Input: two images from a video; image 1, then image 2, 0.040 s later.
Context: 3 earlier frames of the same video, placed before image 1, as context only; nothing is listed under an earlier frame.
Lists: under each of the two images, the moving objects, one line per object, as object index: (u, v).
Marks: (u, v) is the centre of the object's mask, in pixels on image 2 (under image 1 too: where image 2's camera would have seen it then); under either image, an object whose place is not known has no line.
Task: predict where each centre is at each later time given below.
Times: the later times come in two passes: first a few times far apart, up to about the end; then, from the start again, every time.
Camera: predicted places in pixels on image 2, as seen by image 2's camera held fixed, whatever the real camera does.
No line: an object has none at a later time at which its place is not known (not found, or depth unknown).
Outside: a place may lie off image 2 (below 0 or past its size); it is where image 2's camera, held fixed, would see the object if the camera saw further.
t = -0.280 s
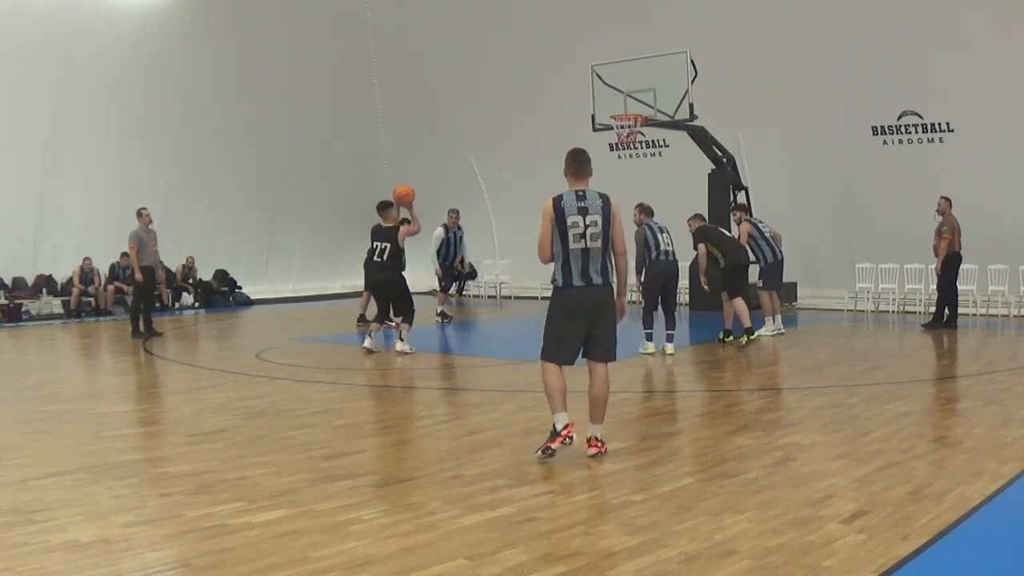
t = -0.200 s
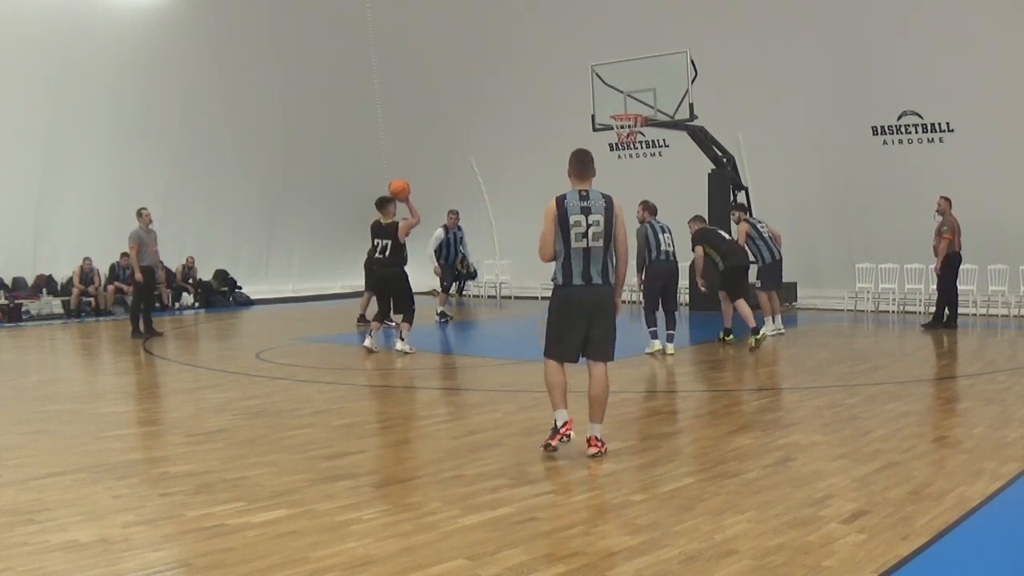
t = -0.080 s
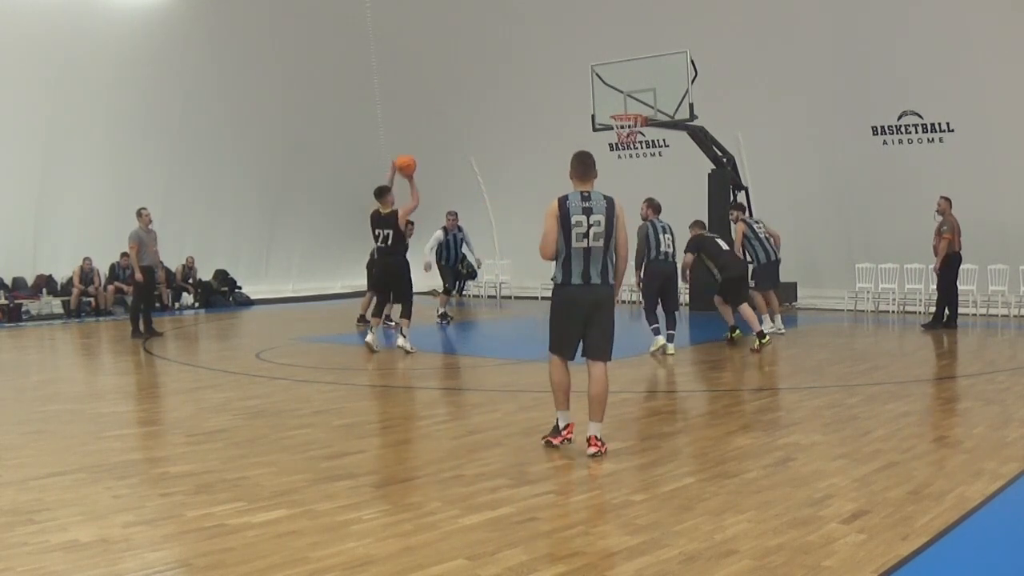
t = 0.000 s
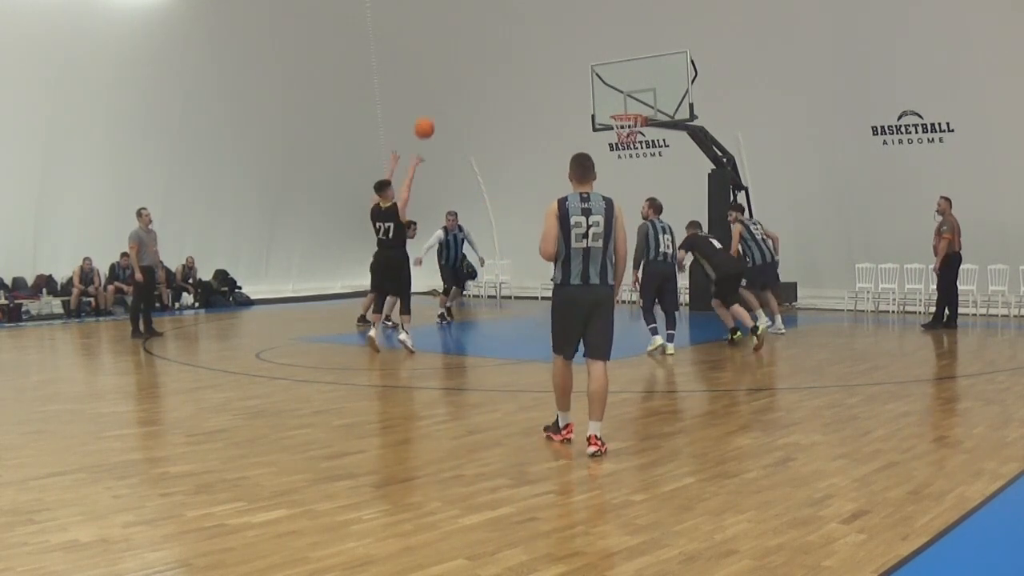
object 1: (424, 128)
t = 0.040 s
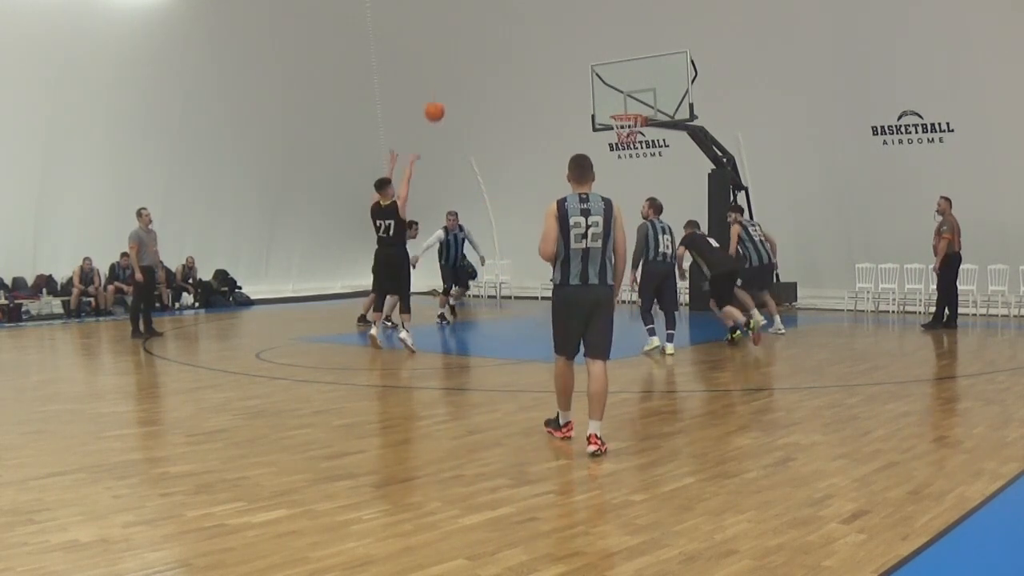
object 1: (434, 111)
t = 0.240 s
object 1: (482, 50)
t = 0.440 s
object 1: (526, 24)
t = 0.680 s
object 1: (574, 34)
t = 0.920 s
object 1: (618, 81)
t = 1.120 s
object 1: (641, 92)
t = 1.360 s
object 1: (641, 81)
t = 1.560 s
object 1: (632, 95)
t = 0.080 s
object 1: (444, 96)
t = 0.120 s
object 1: (454, 83)
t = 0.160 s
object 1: (463, 69)
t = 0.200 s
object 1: (473, 60)
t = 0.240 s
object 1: (482, 50)
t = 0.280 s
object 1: (491, 42)
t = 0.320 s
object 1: (500, 36)
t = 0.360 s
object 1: (508, 31)
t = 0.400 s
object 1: (518, 27)
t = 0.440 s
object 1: (526, 24)
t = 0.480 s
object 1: (534, 23)
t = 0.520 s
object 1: (542, 23)
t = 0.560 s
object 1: (551, 24)
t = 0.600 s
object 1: (559, 27)
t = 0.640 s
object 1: (567, 30)
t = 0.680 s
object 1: (574, 34)
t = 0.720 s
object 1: (582, 39)
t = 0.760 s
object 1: (589, 46)
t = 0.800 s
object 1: (597, 53)
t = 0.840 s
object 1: (604, 62)
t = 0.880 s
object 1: (611, 71)
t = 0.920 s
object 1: (618, 81)
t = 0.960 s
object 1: (625, 92)
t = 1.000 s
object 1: (632, 104)
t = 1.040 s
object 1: (635, 102)
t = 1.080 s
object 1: (638, 96)
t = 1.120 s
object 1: (641, 92)
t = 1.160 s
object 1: (644, 89)
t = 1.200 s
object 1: (646, 87)
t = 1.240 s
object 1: (647, 85)
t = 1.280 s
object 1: (645, 82)
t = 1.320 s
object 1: (643, 81)
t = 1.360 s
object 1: (641, 81)
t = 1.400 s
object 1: (639, 82)
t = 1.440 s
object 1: (638, 83)
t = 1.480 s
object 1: (636, 86)
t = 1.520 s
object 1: (634, 90)
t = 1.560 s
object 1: (632, 95)
